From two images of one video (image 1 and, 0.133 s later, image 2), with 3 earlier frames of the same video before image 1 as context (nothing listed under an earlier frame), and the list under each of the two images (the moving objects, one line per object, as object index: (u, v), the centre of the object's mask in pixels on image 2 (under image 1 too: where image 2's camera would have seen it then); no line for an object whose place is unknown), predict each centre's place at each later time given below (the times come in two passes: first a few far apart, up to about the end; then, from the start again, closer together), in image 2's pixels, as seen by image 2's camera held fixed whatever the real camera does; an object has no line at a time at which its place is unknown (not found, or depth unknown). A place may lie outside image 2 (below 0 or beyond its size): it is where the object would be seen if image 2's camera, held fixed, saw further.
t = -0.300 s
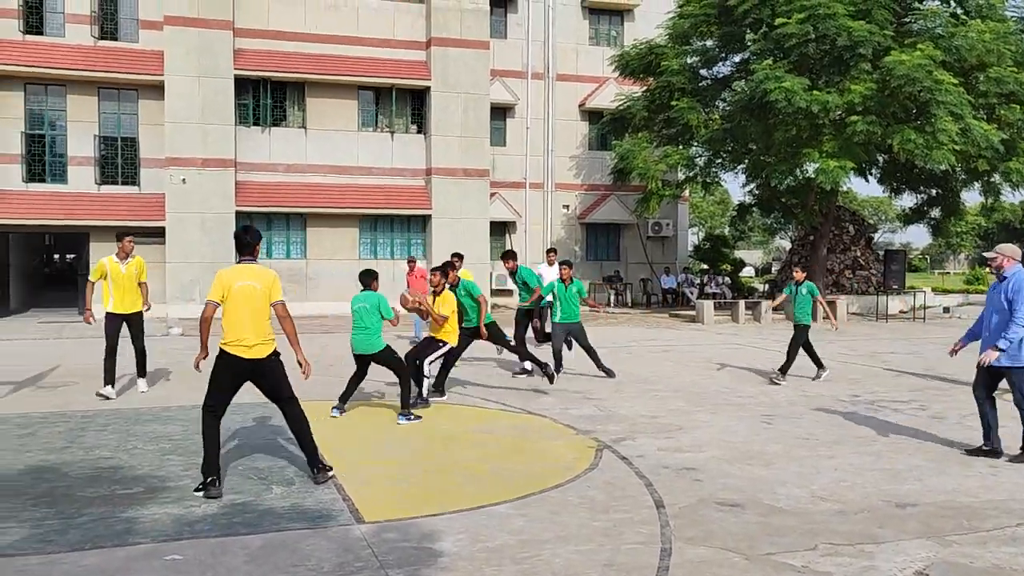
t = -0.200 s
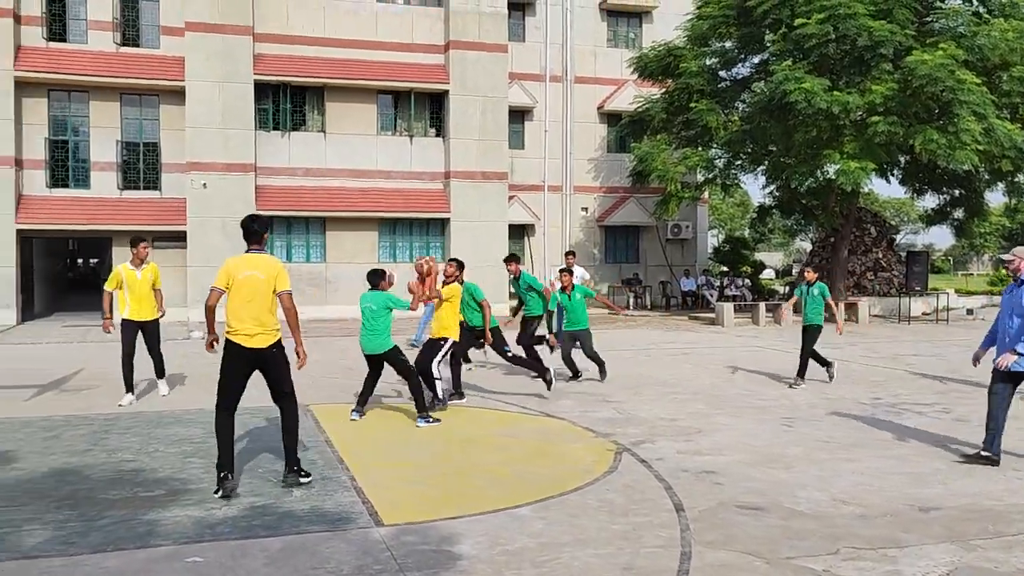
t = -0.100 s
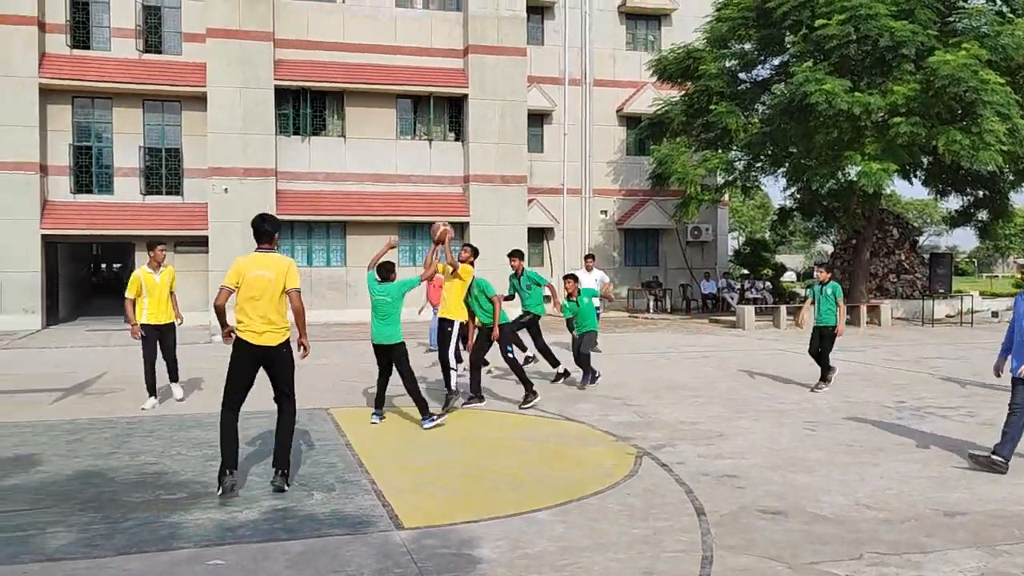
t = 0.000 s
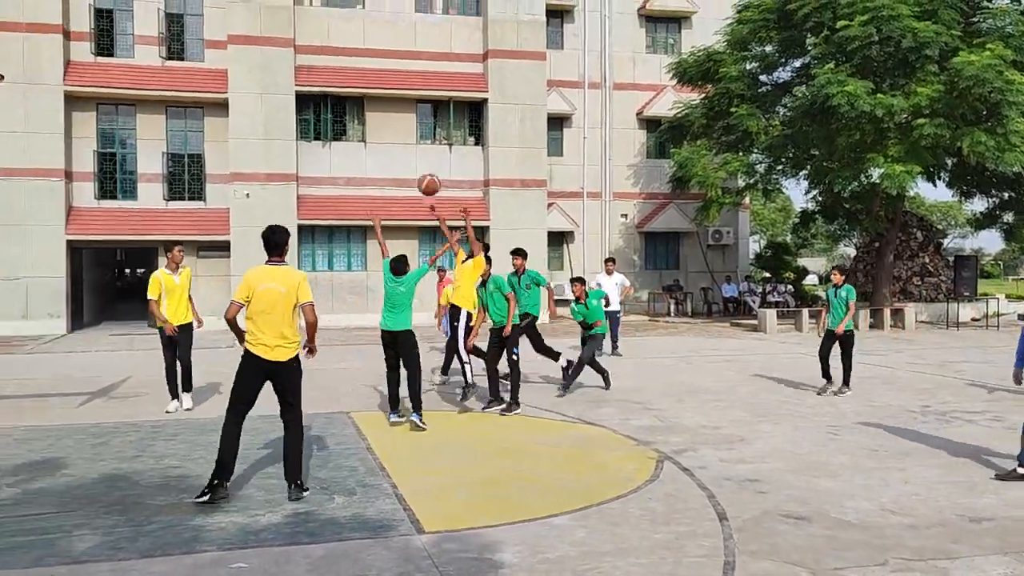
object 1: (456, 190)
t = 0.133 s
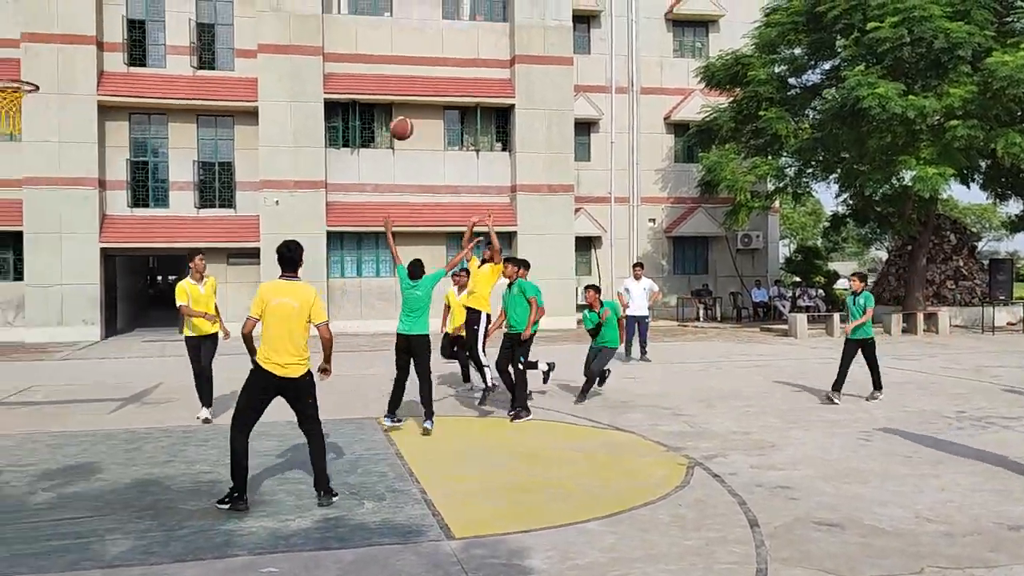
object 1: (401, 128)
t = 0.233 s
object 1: (357, 90)
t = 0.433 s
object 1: (260, 37)
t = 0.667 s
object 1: (130, 28)
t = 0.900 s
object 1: (-12, 50)
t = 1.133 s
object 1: (16, 10)
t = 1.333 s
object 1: (89, 33)
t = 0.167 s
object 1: (386, 114)
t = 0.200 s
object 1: (372, 101)
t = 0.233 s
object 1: (357, 90)
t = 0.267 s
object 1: (342, 79)
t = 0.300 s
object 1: (326, 68)
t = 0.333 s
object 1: (311, 59)
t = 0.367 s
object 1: (293, 51)
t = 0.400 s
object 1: (278, 43)
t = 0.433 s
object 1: (260, 37)
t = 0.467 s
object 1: (242, 32)
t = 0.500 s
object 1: (225, 28)
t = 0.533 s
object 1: (207, 26)
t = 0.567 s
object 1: (189, 25)
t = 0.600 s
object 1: (170, 25)
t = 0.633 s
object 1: (151, 26)
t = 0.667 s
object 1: (130, 28)
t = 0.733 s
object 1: (87, 38)
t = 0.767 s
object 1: (70, 46)
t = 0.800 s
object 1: (41, 53)
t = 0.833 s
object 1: (18, 63)
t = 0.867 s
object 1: (1, 61)
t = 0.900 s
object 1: (-12, 50)
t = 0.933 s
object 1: (-27, 39)
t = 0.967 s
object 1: (-41, 30)
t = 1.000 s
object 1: (-34, 23)
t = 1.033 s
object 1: (-21, 18)
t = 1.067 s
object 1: (-9, 14)
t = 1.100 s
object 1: (4, 11)
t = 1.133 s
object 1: (16, 10)
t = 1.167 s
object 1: (30, 11)
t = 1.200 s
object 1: (42, 13)
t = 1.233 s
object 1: (54, 16)
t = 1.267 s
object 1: (65, 20)
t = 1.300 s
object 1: (77, 26)
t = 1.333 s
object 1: (89, 33)
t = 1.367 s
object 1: (101, 42)
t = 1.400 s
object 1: (111, 51)
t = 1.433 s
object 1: (123, 62)
